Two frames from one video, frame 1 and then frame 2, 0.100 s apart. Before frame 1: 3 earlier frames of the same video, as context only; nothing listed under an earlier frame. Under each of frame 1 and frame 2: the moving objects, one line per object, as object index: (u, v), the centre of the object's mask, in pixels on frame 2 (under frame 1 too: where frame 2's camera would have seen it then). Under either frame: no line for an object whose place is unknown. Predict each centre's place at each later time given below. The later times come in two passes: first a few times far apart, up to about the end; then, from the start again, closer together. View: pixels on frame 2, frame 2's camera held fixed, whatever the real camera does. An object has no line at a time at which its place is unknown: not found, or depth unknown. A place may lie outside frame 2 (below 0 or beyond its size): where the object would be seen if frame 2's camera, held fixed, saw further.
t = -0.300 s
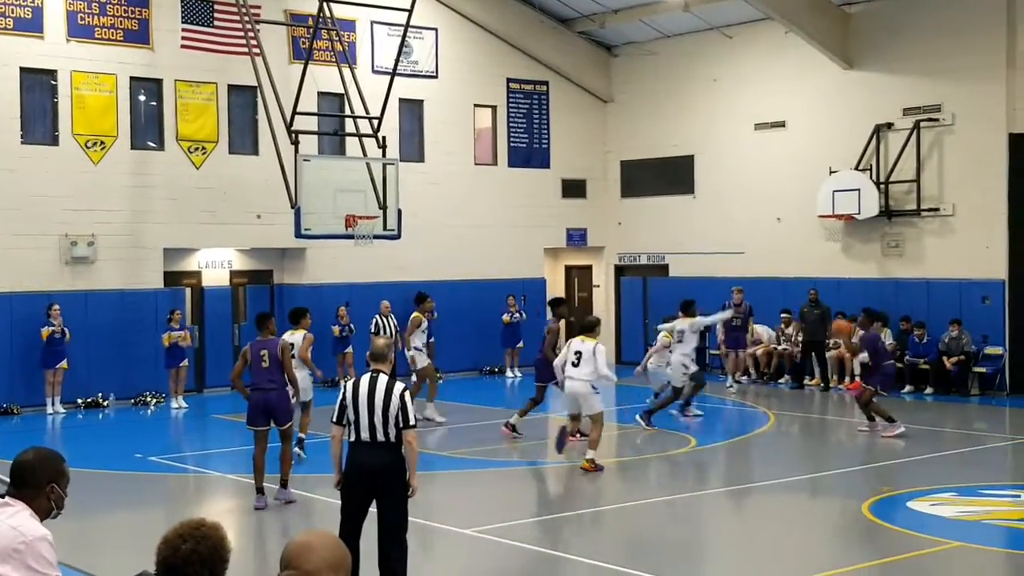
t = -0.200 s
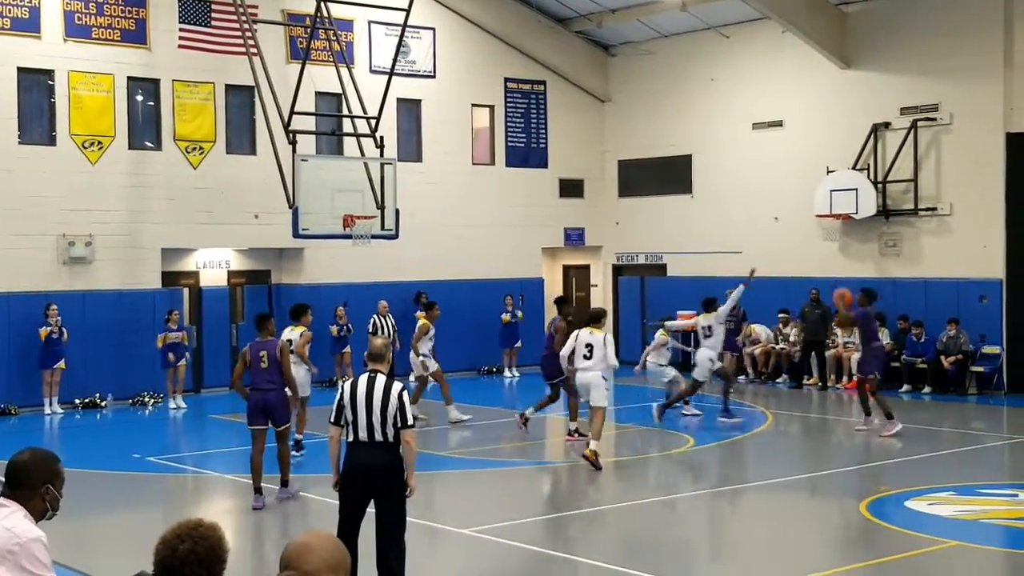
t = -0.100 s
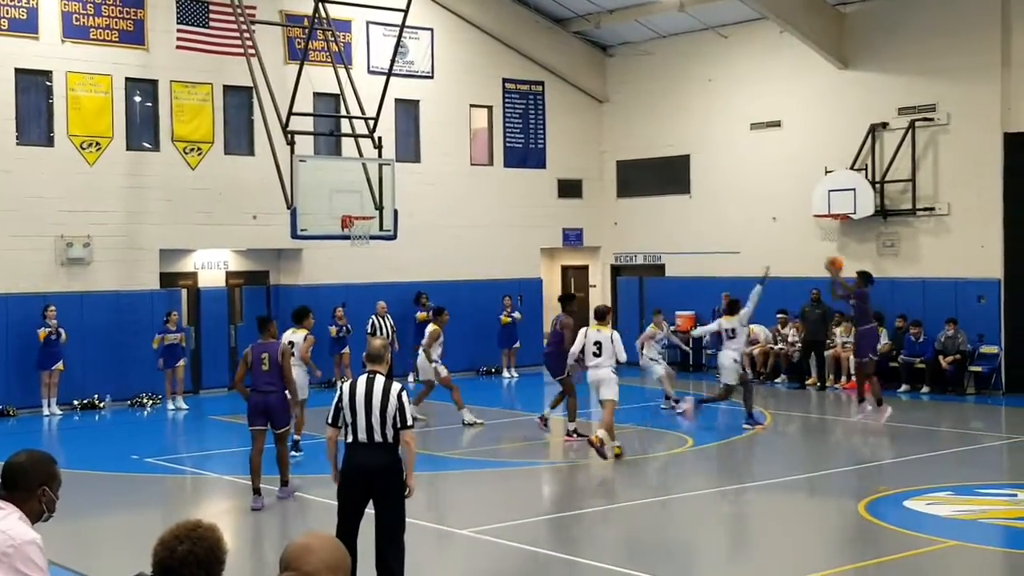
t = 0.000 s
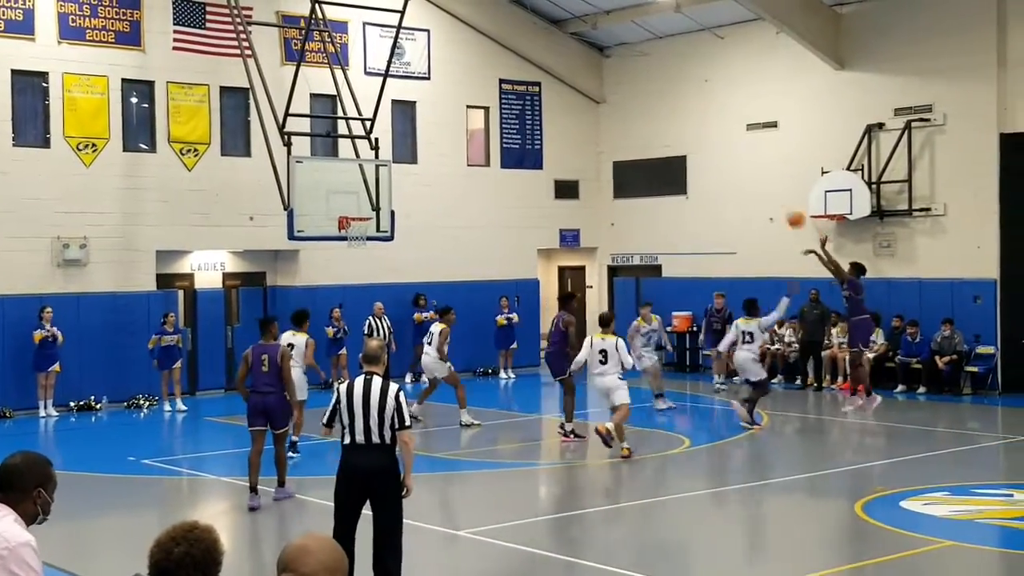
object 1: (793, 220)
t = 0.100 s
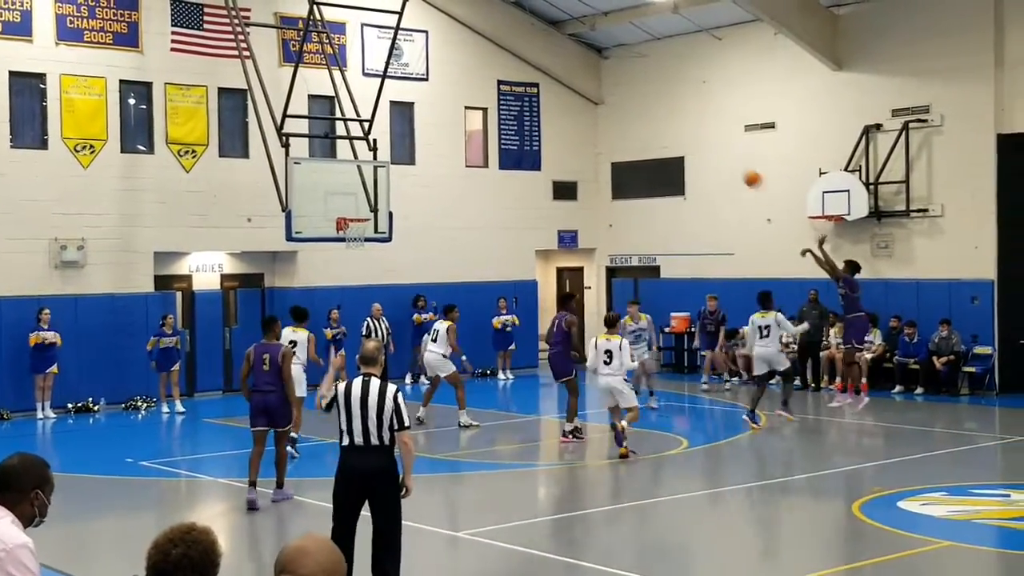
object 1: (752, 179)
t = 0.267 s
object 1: (687, 127)
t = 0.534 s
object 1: (589, 86)
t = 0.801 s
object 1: (497, 94)
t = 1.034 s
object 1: (423, 140)
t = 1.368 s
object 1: (341, 234)
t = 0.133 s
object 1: (738, 167)
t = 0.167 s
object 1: (725, 155)
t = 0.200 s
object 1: (712, 145)
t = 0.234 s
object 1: (699, 136)
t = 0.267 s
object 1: (687, 127)
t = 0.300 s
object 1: (673, 119)
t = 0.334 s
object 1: (660, 113)
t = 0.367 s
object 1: (648, 107)
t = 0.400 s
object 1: (636, 101)
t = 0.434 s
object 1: (623, 96)
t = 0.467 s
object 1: (611, 92)
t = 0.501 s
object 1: (600, 89)
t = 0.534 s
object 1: (589, 86)
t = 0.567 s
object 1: (577, 85)
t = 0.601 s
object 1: (565, 84)
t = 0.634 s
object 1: (554, 84)
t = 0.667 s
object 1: (542, 85)
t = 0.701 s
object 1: (532, 86)
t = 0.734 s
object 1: (520, 89)
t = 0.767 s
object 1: (508, 91)
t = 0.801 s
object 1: (497, 94)
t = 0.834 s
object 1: (485, 100)
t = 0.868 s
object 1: (475, 105)
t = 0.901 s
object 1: (464, 111)
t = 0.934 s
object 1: (454, 117)
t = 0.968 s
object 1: (443, 124)
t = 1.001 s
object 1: (433, 132)
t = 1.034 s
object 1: (423, 140)
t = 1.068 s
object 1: (413, 148)
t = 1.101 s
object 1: (403, 158)
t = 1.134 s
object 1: (393, 169)
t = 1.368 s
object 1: (341, 234)
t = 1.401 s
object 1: (339, 239)
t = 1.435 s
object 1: (339, 241)
